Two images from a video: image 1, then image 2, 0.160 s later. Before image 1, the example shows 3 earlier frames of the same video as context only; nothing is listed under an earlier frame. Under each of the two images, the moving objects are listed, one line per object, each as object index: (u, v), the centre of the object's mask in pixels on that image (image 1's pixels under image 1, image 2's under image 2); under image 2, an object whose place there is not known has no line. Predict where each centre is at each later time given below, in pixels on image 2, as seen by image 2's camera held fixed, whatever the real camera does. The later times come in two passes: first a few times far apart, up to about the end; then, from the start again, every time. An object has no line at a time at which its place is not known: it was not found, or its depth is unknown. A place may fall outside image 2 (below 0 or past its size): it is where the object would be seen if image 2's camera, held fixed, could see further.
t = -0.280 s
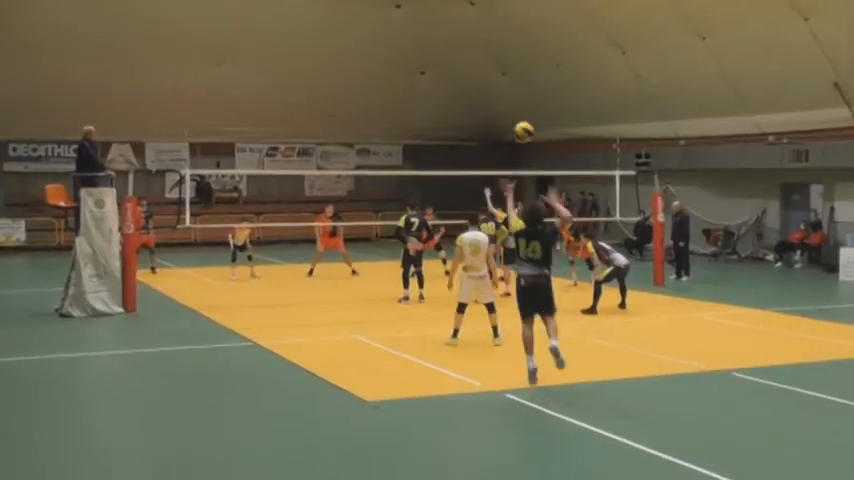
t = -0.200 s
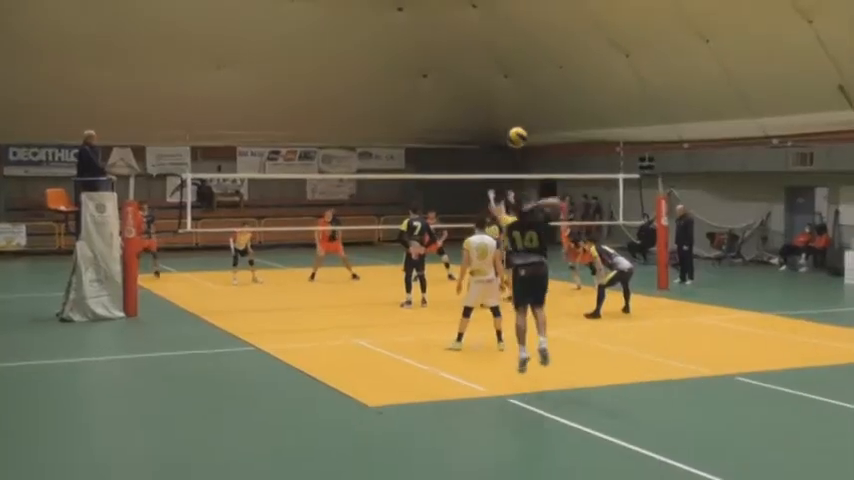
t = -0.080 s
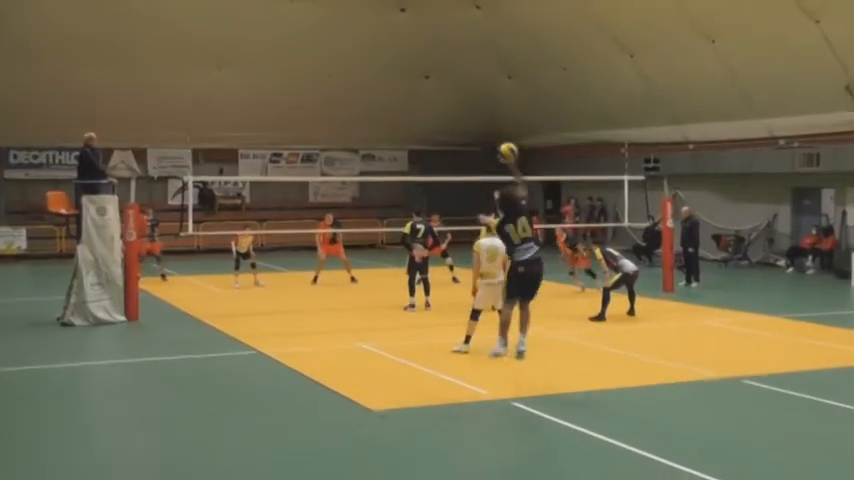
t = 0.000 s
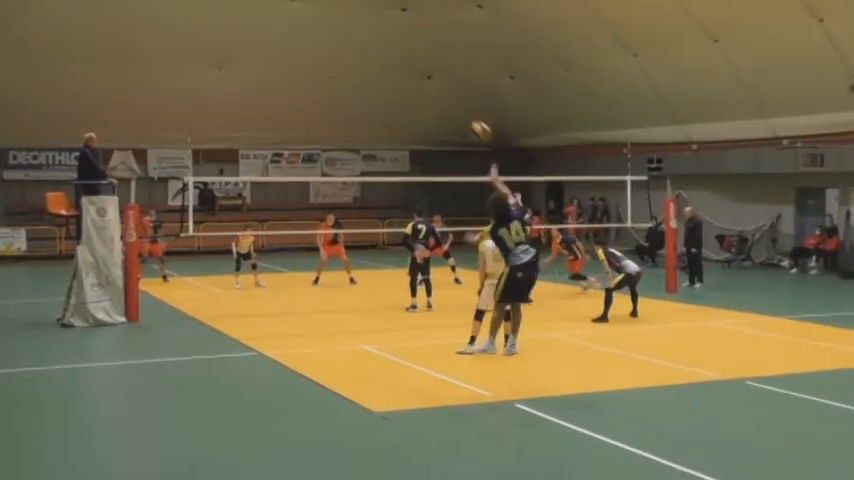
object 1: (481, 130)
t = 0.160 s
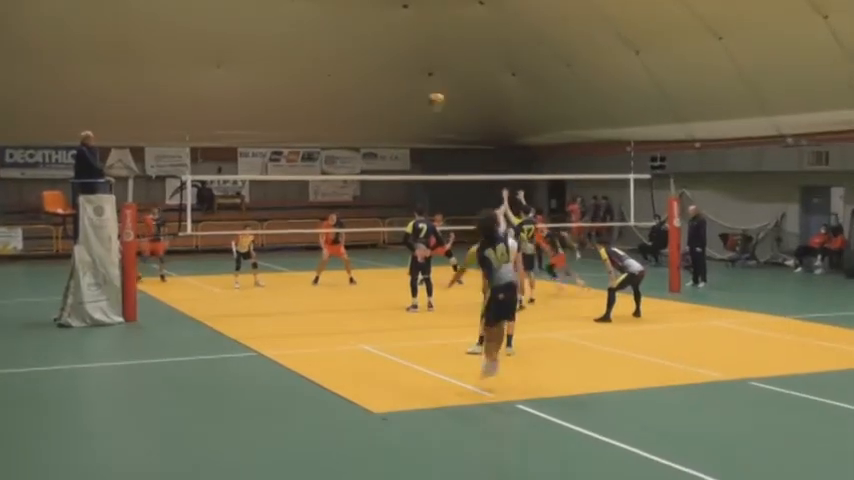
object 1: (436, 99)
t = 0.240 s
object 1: (421, 94)
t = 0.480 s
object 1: (388, 99)
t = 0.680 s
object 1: (368, 117)
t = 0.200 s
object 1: (428, 96)
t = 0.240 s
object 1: (421, 94)
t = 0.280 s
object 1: (414, 92)
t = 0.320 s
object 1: (408, 91)
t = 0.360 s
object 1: (403, 94)
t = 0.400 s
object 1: (398, 95)
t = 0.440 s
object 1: (393, 97)
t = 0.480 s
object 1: (388, 99)
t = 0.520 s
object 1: (385, 102)
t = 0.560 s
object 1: (380, 105)
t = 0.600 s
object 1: (377, 108)
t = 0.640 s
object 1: (372, 113)
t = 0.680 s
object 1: (368, 117)
